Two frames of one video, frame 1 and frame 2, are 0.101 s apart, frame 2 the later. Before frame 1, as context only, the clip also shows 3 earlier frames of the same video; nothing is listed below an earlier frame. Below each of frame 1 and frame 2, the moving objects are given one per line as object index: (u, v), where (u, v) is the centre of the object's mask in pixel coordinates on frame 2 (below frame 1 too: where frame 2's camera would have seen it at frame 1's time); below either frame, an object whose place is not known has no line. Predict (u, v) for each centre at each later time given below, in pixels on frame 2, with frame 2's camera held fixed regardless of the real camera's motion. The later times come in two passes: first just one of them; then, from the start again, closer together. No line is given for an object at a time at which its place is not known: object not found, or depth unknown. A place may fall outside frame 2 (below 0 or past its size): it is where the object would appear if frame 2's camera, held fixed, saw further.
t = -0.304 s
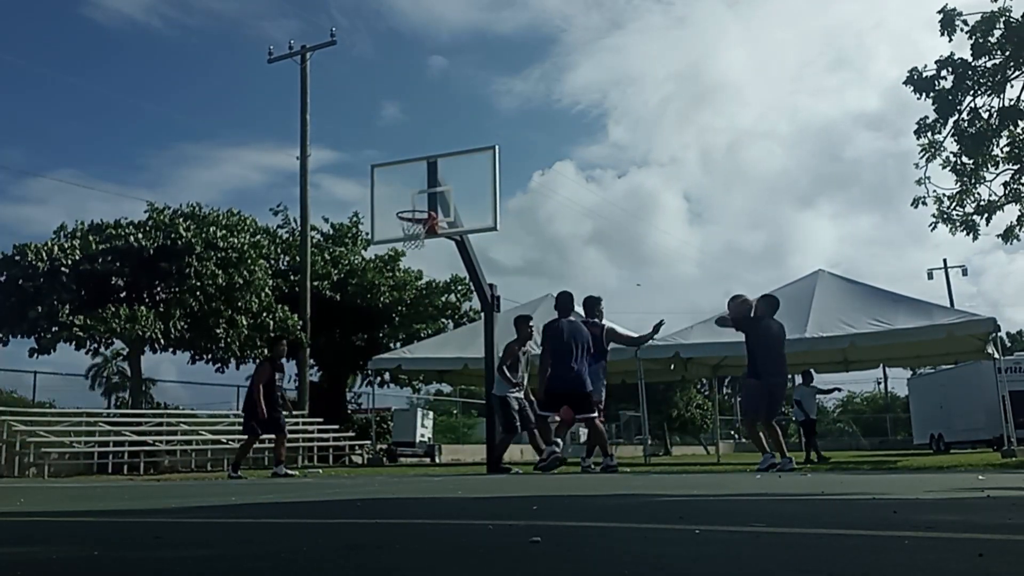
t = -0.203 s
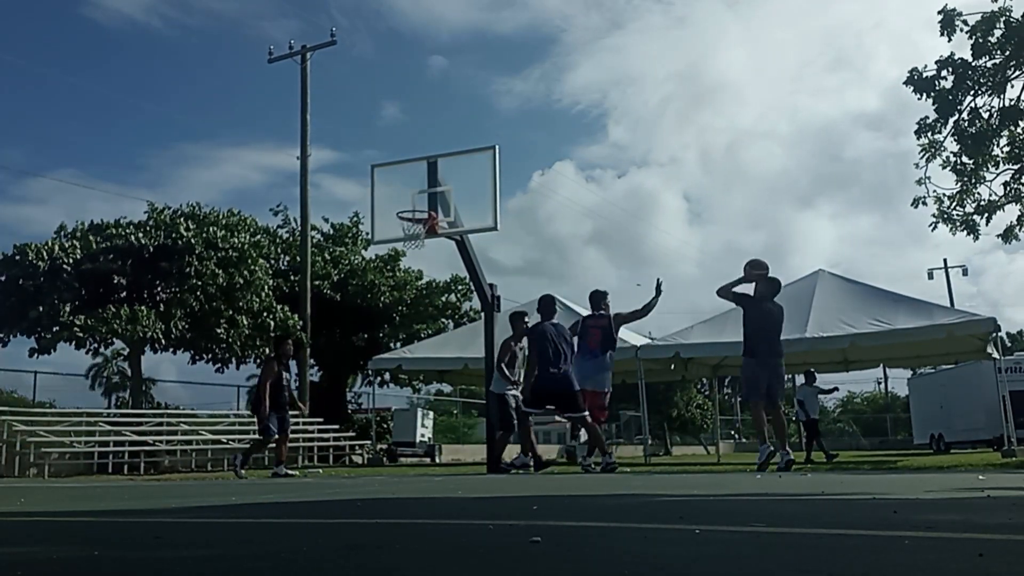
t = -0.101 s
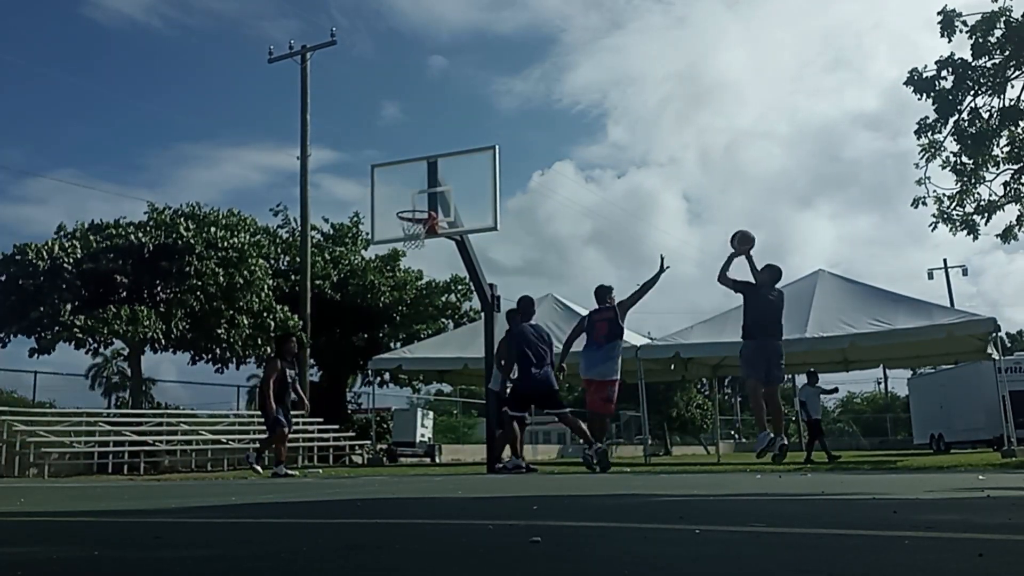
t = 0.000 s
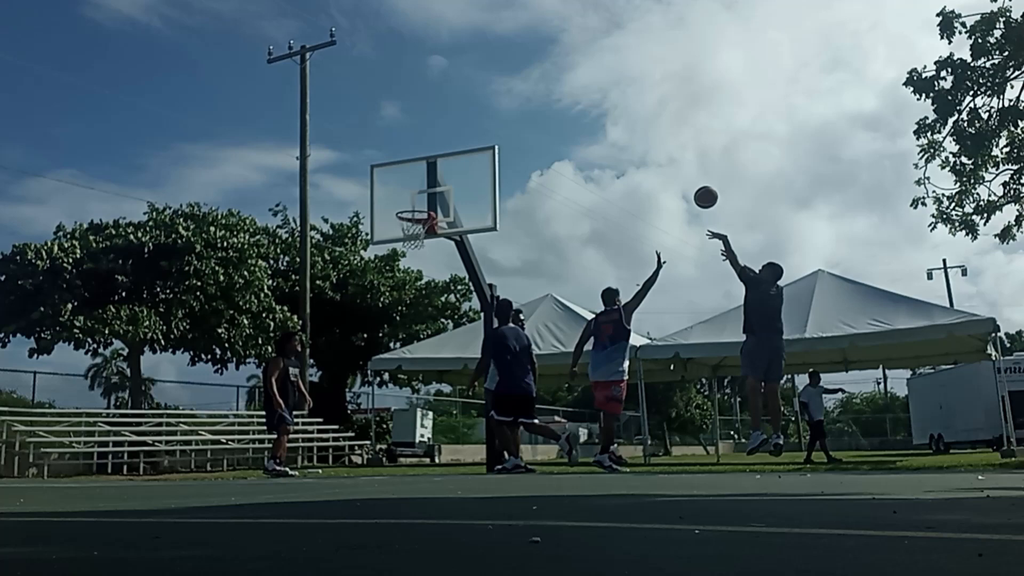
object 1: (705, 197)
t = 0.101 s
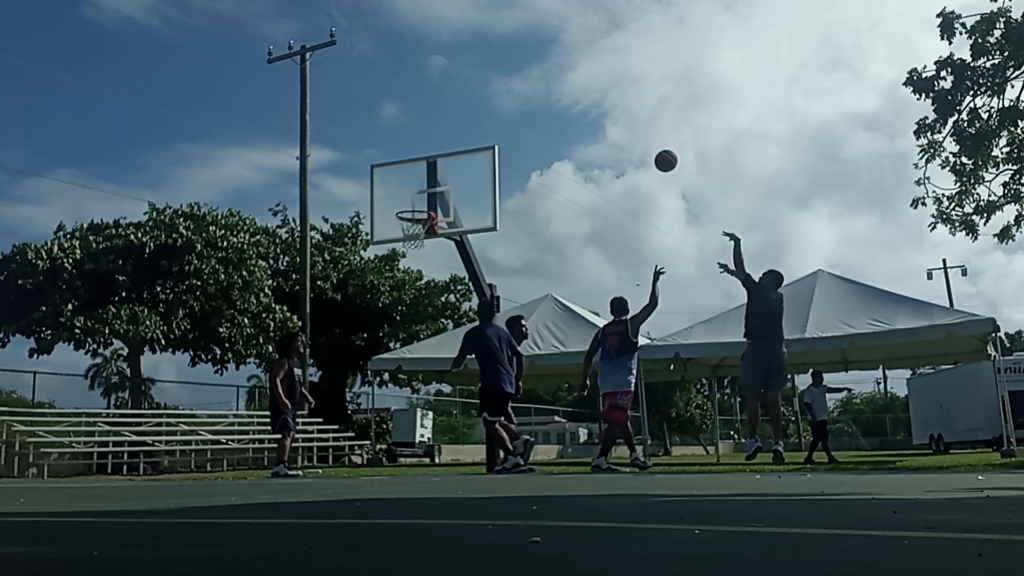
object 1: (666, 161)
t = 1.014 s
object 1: (421, 217)
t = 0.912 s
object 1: (416, 198)
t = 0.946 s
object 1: (406, 212)
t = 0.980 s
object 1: (411, 215)
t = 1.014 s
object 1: (421, 217)
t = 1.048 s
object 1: (424, 221)
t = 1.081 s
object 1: (416, 229)
